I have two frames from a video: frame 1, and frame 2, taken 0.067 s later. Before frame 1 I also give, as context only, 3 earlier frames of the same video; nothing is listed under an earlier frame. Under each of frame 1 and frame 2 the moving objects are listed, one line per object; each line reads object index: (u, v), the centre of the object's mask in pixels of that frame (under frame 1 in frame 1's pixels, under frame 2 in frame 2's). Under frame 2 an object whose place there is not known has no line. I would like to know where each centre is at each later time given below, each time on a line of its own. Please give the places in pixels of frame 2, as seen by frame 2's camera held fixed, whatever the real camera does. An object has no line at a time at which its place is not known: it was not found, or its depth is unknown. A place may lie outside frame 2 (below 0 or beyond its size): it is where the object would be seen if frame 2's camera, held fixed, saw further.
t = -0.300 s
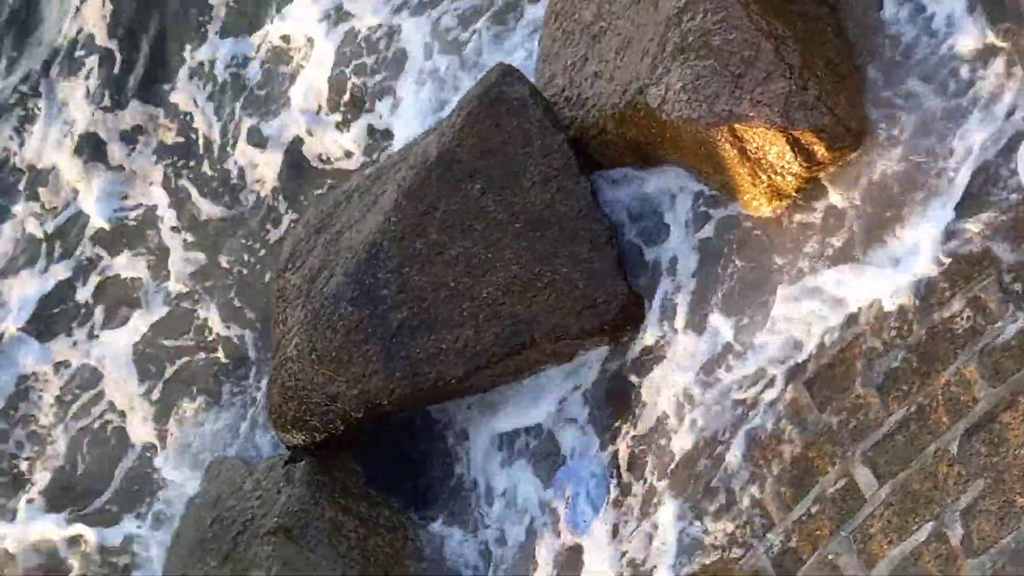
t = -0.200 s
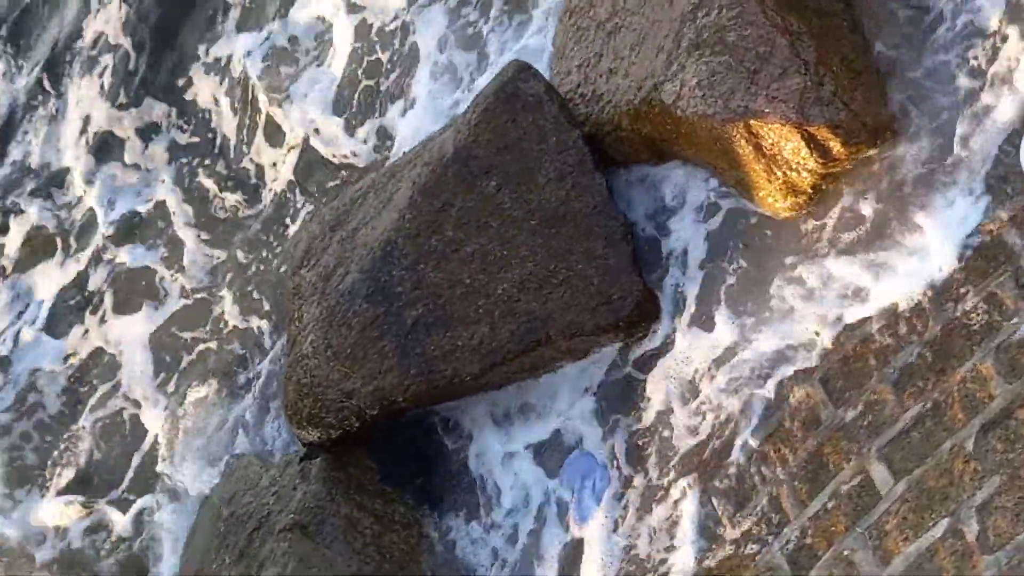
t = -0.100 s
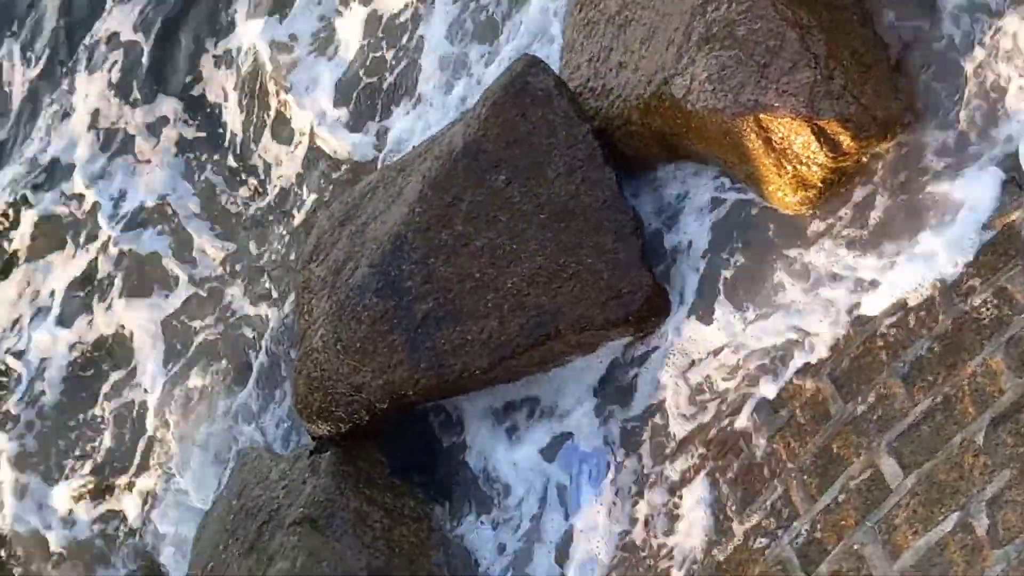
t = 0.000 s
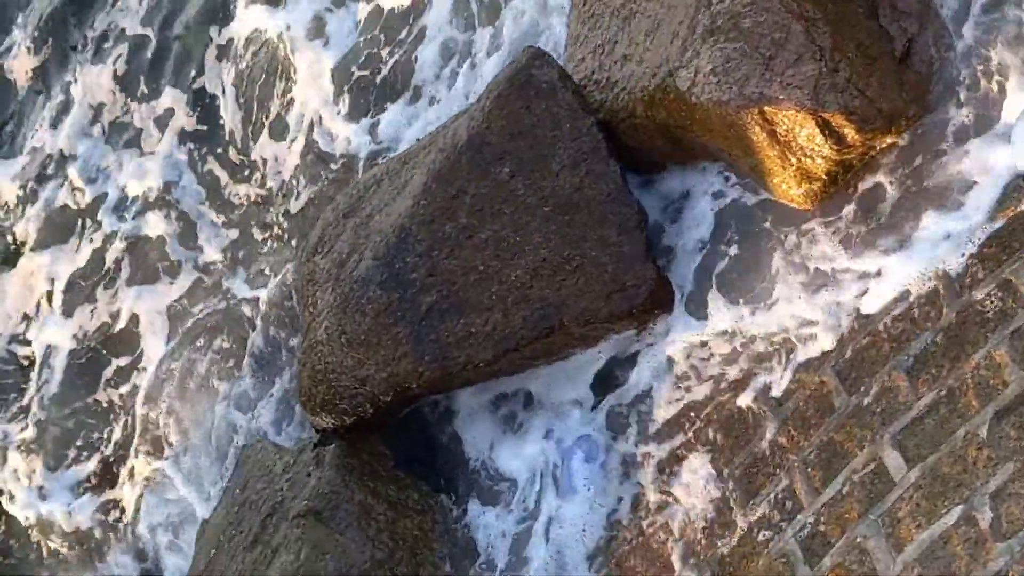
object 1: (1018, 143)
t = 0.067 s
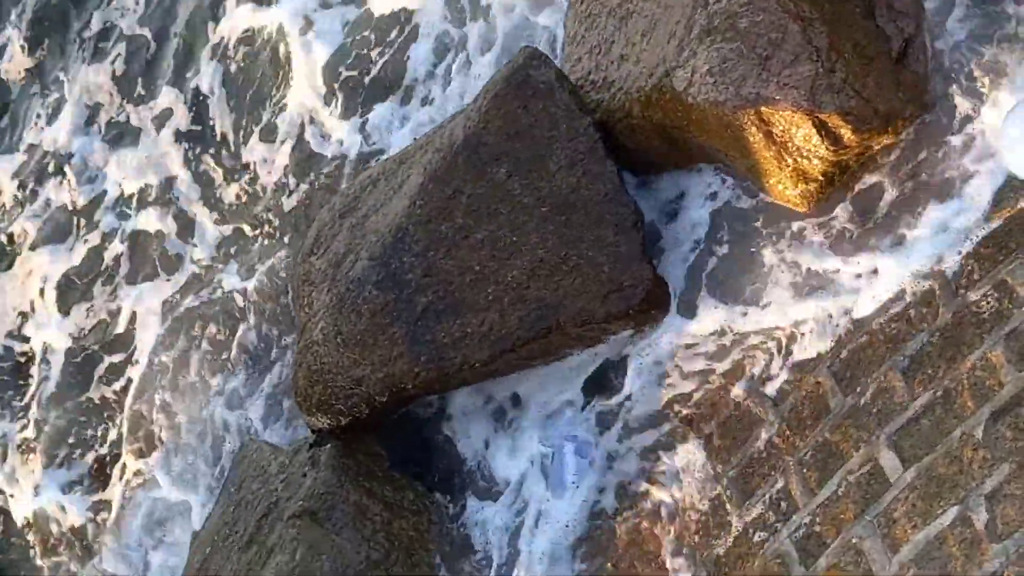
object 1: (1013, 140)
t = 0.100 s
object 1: (1015, 138)
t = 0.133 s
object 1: (1017, 136)
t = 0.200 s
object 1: (1022, 131)
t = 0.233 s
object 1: (1024, 128)
